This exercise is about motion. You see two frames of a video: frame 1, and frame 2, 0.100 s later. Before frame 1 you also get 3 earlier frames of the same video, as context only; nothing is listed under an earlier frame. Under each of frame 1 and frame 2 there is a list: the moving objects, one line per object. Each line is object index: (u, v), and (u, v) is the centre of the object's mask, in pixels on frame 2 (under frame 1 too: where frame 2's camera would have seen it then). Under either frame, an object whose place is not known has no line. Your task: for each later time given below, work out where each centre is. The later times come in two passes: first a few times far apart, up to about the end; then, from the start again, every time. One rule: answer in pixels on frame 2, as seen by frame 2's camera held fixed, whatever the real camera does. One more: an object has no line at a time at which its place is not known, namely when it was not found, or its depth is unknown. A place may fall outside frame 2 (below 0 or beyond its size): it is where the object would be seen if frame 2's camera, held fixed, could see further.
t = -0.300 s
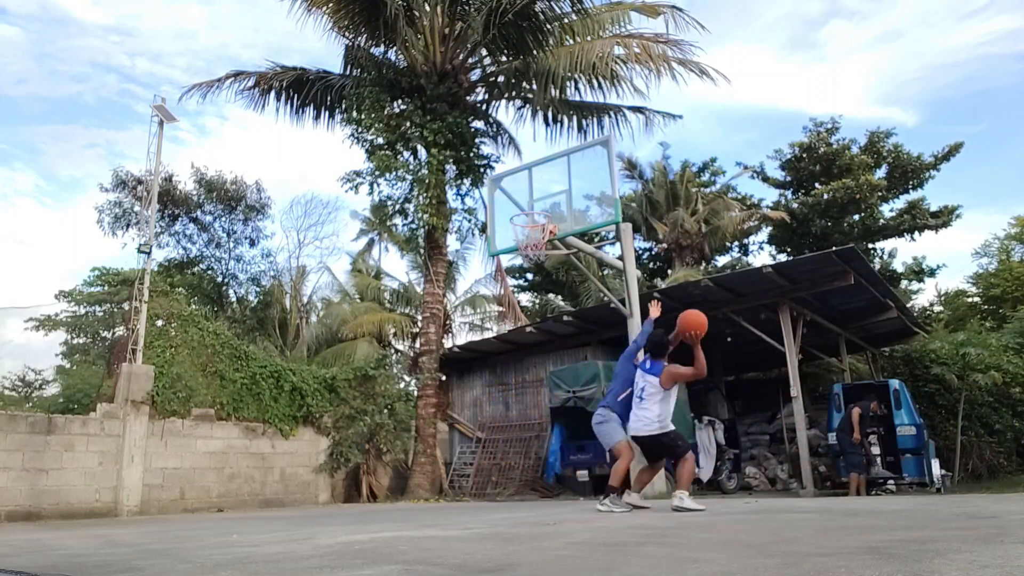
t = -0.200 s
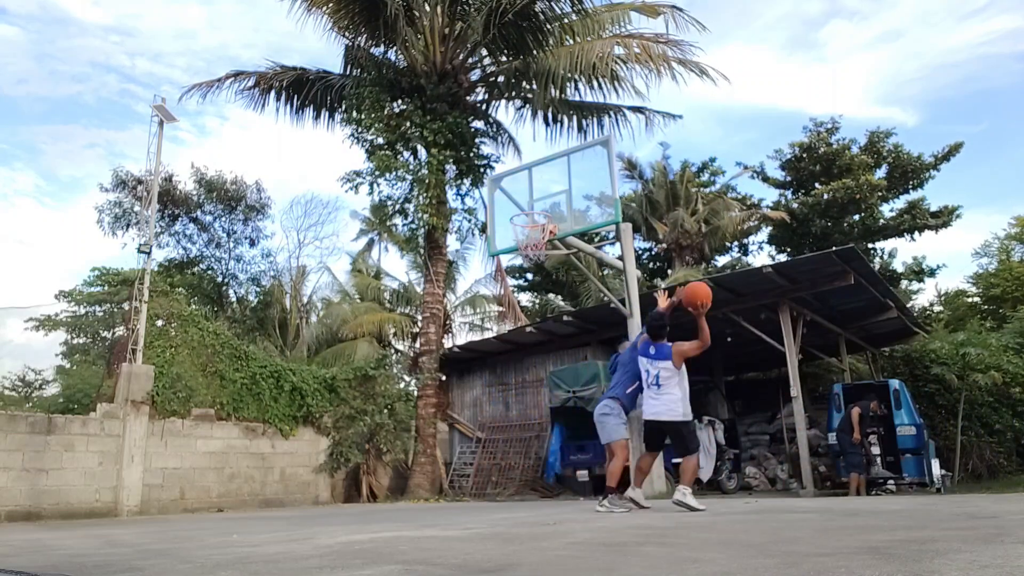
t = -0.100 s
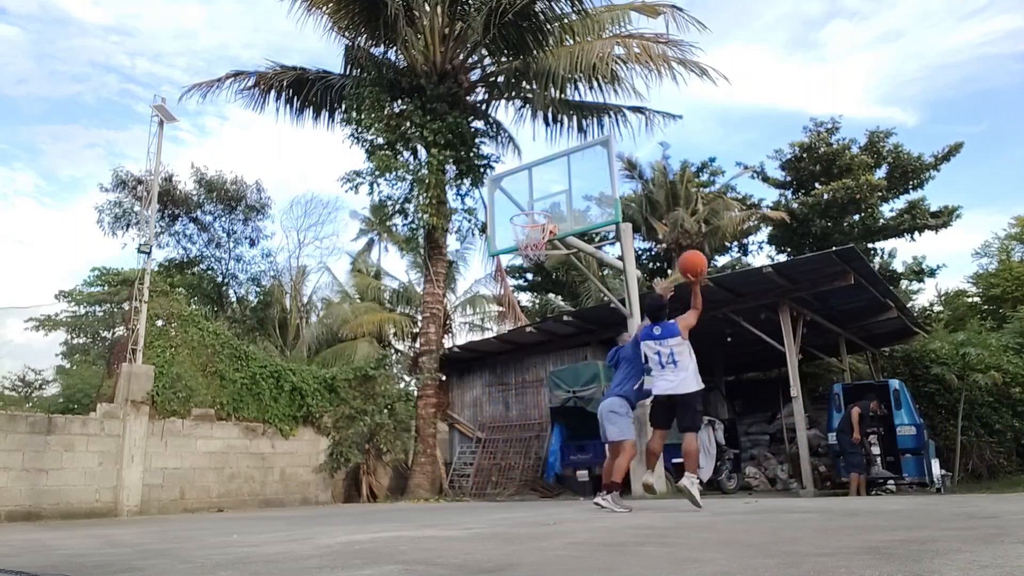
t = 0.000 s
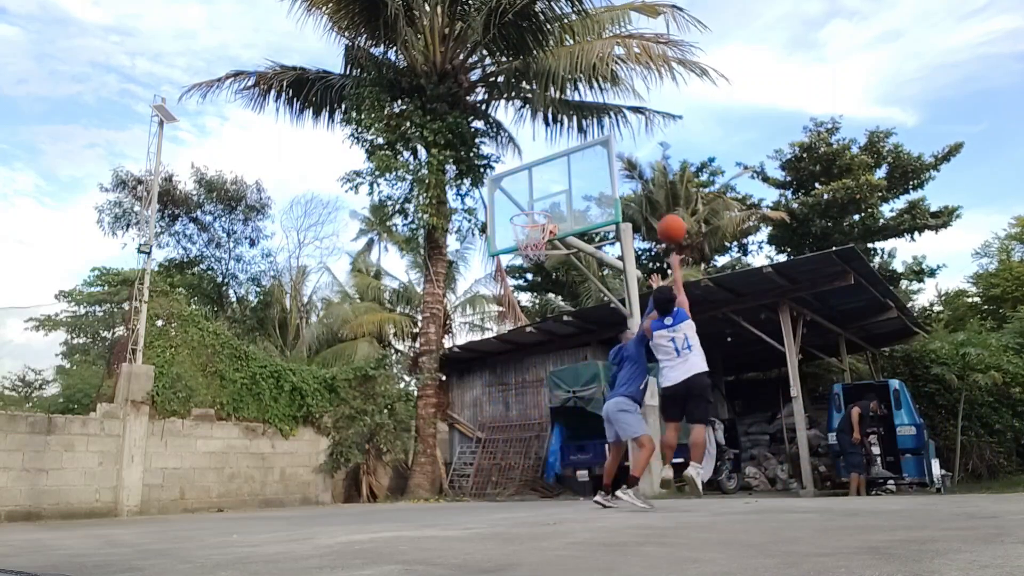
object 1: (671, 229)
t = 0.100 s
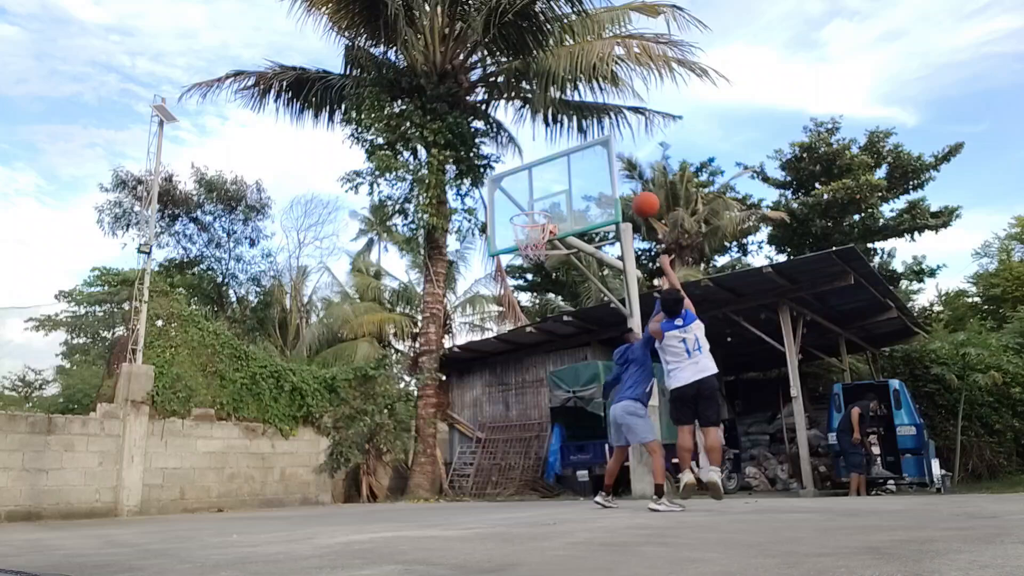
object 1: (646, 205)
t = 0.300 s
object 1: (605, 190)
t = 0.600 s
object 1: (555, 203)
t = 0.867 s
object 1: (563, 219)
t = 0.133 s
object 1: (638, 199)
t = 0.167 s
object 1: (631, 196)
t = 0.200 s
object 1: (624, 193)
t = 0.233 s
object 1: (617, 191)
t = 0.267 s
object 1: (611, 190)
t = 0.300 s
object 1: (605, 190)
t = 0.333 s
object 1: (599, 191)
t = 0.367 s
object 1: (594, 193)
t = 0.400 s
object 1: (589, 196)
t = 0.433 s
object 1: (582, 197)
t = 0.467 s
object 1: (574, 198)
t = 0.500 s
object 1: (567, 201)
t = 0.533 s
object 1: (559, 203)
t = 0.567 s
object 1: (554, 206)
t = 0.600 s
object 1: (555, 203)
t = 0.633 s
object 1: (556, 202)
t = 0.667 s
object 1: (557, 202)
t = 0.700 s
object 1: (557, 202)
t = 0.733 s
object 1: (558, 204)
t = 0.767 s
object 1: (559, 206)
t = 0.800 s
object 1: (560, 209)
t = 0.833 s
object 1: (561, 214)
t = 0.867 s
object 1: (563, 219)
